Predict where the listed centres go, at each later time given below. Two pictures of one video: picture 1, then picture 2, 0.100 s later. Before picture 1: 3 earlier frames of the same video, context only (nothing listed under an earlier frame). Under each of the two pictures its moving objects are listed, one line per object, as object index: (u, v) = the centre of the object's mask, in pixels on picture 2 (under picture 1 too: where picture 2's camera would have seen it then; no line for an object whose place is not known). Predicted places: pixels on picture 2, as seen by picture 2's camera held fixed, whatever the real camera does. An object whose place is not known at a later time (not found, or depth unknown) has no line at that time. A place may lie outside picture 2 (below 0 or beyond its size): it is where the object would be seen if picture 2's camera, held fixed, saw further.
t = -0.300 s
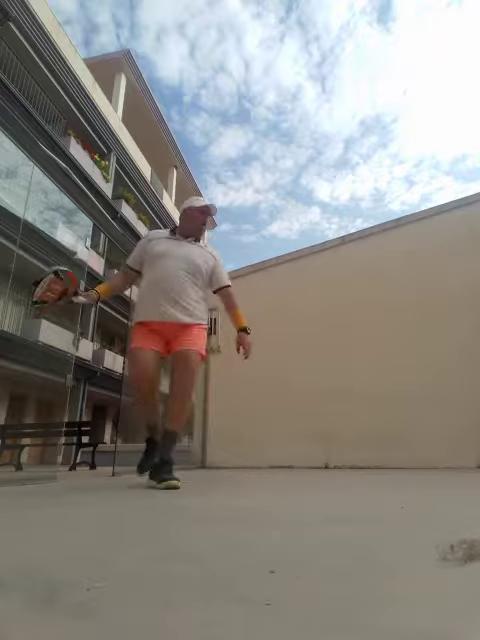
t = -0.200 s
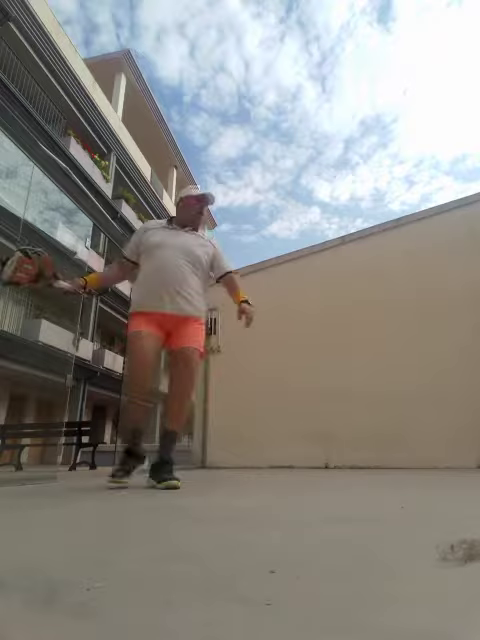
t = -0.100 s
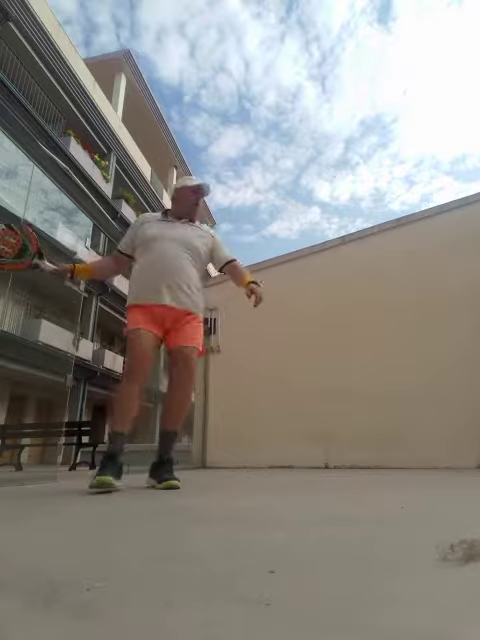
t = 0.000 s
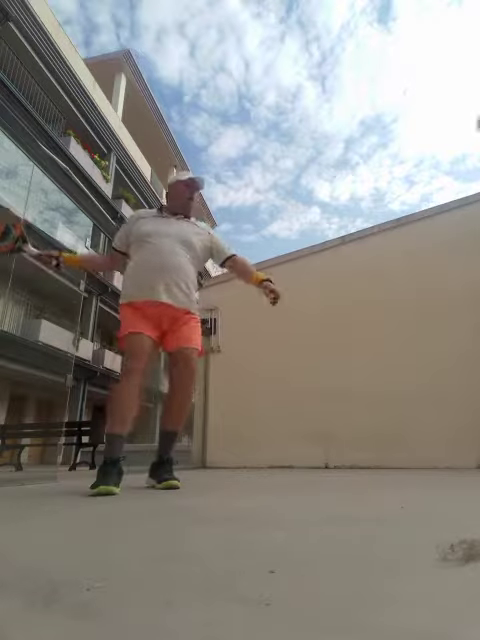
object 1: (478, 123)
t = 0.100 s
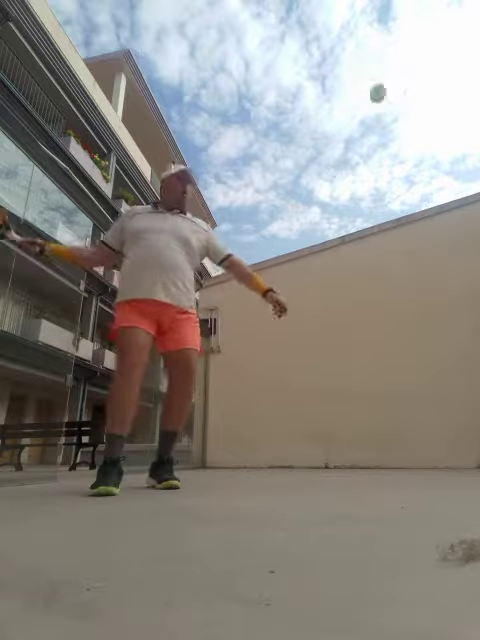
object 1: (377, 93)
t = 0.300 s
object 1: (184, 90)
